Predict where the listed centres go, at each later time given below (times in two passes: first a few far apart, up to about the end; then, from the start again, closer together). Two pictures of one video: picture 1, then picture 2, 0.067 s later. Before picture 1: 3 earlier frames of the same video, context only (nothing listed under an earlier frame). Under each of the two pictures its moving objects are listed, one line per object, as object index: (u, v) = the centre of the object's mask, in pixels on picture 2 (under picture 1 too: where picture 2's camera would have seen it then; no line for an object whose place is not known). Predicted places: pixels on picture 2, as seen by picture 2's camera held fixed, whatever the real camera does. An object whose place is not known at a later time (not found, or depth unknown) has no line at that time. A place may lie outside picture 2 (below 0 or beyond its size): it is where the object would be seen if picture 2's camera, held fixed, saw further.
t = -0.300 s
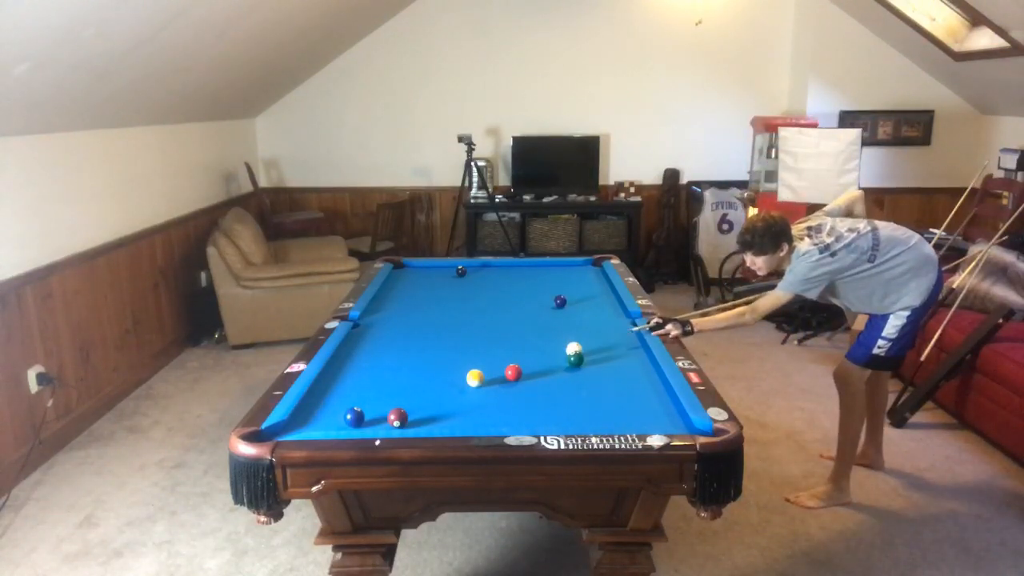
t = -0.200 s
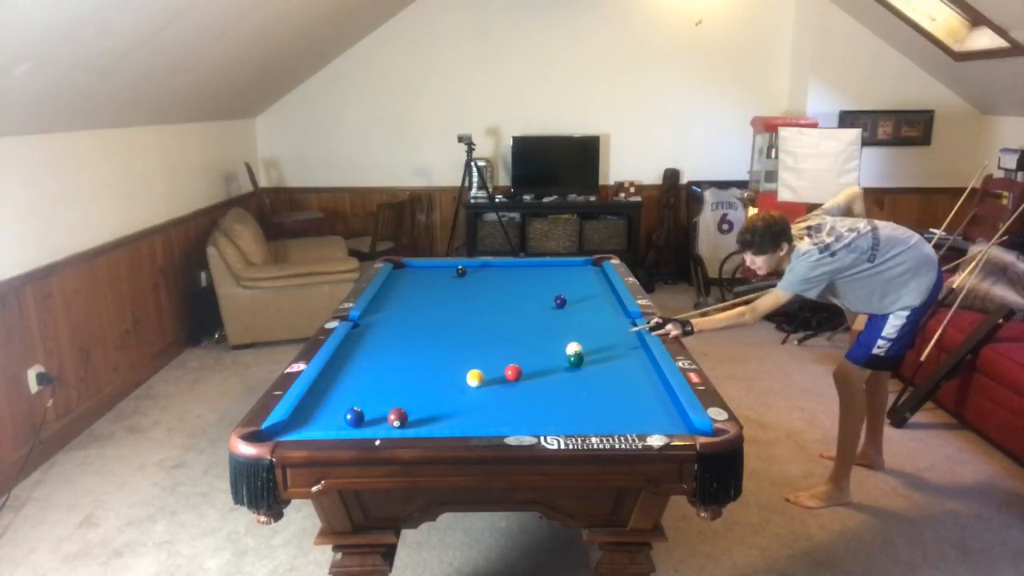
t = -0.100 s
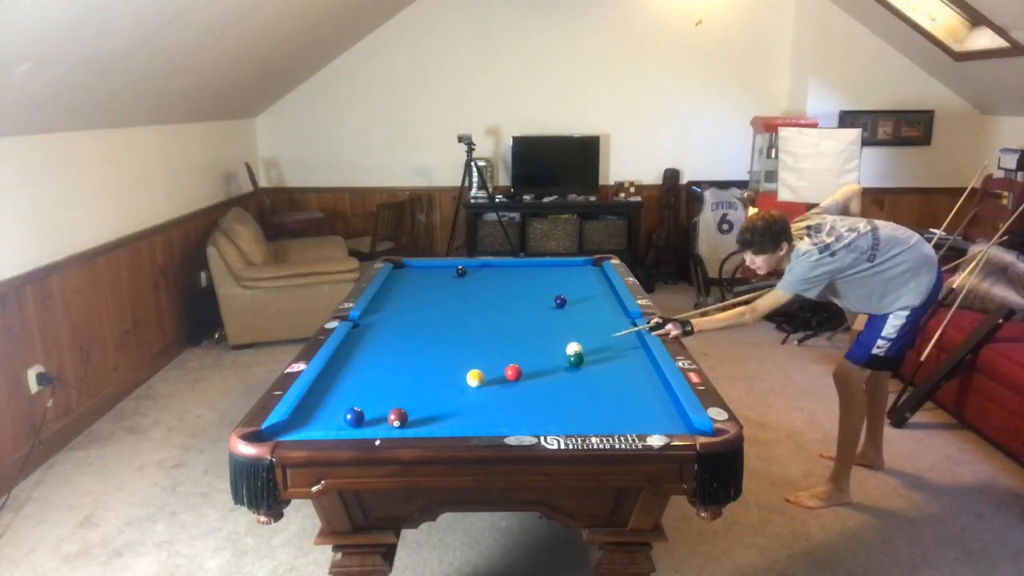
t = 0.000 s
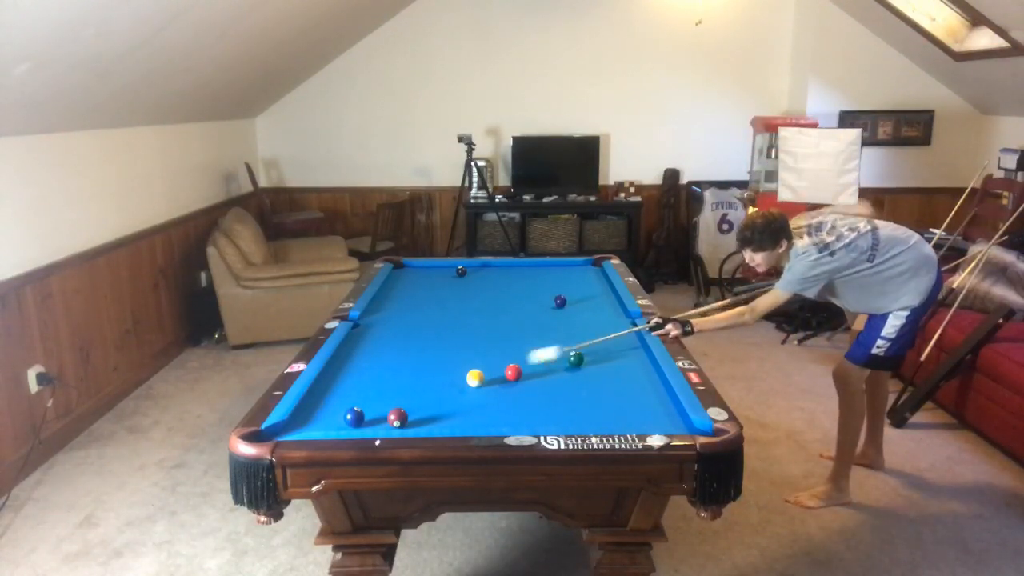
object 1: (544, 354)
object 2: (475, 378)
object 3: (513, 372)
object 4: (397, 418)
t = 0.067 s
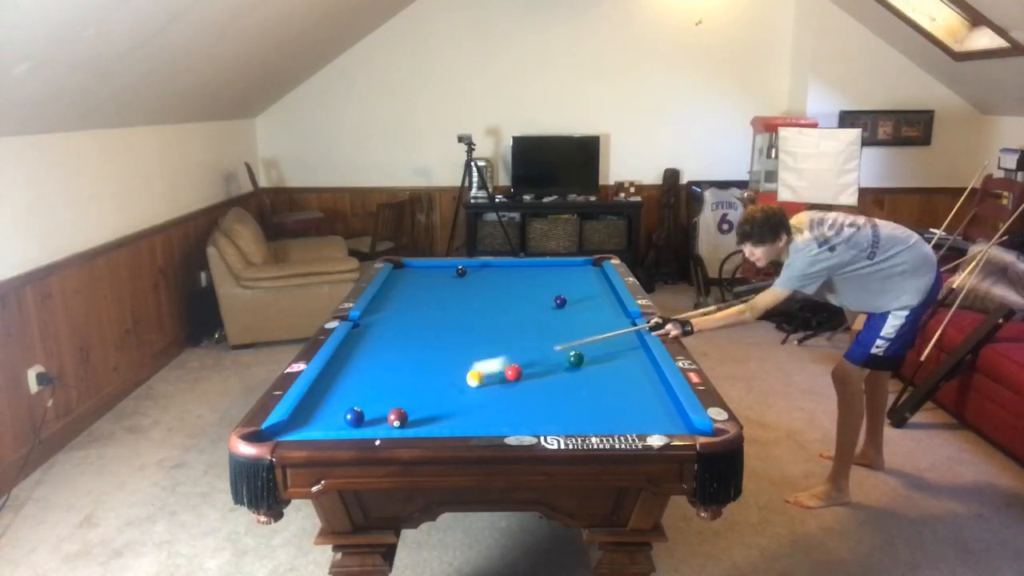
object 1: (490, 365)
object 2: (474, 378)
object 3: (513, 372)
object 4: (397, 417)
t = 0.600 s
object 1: (379, 403)
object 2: (475, 378)
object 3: (513, 372)
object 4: (427, 403)
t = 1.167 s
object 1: (439, 394)
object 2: (493, 365)
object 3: (513, 372)
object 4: (481, 381)
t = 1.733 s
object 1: (488, 387)
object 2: (522, 345)
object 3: (517, 371)
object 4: (504, 377)
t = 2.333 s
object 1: (528, 380)
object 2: (545, 330)
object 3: (522, 367)
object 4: (504, 376)
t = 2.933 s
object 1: (558, 374)
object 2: (562, 318)
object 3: (525, 369)
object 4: (504, 376)
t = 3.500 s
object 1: (578, 369)
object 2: (575, 309)
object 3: (525, 368)
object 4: (504, 376)
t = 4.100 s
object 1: (592, 365)
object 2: (584, 303)
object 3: (525, 368)
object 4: (504, 376)
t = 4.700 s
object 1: (599, 363)
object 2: (590, 298)
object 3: (525, 368)
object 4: (504, 376)
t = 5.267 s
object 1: (601, 362)
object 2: (592, 296)
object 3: (525, 368)
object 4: (504, 376)
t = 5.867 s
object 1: (600, 362)
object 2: (594, 295)
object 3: (525, 369)
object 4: (504, 376)
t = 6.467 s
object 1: (600, 362)
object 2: (594, 295)
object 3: (525, 369)
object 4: (504, 376)
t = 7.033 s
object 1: (601, 362)
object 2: (594, 295)
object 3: (525, 368)
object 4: (504, 376)
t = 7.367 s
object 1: (601, 363)
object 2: (594, 295)
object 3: (525, 368)
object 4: (504, 376)
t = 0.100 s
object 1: (458, 371)
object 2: (475, 378)
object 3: (513, 372)
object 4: (397, 417)
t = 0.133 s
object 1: (432, 377)
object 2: (475, 378)
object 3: (513, 372)
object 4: (397, 418)
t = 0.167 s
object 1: (403, 383)
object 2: (475, 378)
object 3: (513, 372)
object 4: (397, 418)
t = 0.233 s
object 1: (344, 395)
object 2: (475, 378)
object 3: (513, 372)
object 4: (397, 418)
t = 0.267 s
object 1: (315, 401)
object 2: (475, 378)
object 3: (513, 372)
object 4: (397, 418)
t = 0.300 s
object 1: (314, 406)
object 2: (475, 378)
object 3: (513, 372)
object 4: (397, 418)
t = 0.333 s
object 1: (332, 410)
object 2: (475, 378)
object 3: (513, 372)
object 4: (397, 418)
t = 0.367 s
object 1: (345, 410)
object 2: (475, 378)
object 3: (513, 372)
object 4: (397, 418)
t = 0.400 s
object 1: (352, 408)
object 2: (475, 378)
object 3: (513, 372)
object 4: (397, 418)
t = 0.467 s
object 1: (362, 406)
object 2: (475, 378)
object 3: (513, 372)
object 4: (402, 415)
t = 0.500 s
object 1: (367, 405)
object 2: (475, 378)
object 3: (513, 372)
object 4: (410, 411)
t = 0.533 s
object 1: (371, 404)
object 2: (475, 378)
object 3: (513, 372)
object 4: (416, 408)
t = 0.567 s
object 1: (375, 403)
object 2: (475, 378)
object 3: (513, 372)
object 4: (422, 405)
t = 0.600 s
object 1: (379, 403)
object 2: (475, 378)
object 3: (513, 372)
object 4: (427, 403)
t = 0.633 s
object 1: (383, 402)
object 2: (475, 378)
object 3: (513, 372)
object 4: (433, 400)
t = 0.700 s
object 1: (390, 402)
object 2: (474, 378)
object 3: (513, 372)
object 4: (443, 396)
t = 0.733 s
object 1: (394, 401)
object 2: (474, 378)
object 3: (513, 372)
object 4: (448, 393)
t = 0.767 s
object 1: (398, 400)
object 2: (474, 378)
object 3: (513, 372)
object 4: (452, 390)
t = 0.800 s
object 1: (402, 400)
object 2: (474, 378)
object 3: (513, 372)
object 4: (457, 389)
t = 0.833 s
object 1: (406, 399)
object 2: (475, 378)
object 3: (513, 372)
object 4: (461, 386)
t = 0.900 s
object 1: (413, 398)
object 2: (478, 374)
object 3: (513, 372)
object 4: (467, 384)
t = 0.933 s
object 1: (416, 398)
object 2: (480, 373)
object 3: (513, 372)
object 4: (469, 384)
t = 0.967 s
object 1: (419, 397)
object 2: (482, 372)
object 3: (513, 372)
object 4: (471, 383)
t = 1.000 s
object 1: (423, 397)
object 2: (484, 371)
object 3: (513, 372)
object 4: (472, 383)
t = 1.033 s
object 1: (426, 396)
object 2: (486, 369)
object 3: (513, 372)
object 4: (474, 382)
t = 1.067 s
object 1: (429, 396)
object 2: (488, 368)
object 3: (513, 372)
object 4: (476, 382)
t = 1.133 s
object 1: (436, 395)
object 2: (492, 366)
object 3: (513, 372)
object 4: (480, 382)
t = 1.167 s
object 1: (439, 394)
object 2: (493, 365)
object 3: (513, 372)
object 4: (481, 381)
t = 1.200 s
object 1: (442, 394)
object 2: (495, 363)
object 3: (513, 372)
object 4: (483, 381)
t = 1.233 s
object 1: (445, 393)
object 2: (497, 362)
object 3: (513, 372)
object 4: (484, 380)
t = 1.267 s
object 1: (448, 393)
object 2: (499, 360)
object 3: (513, 372)
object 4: (486, 380)
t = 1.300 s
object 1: (451, 392)
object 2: (501, 359)
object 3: (513, 372)
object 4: (487, 380)
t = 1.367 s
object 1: (457, 392)
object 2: (504, 357)
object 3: (513, 372)
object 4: (490, 379)
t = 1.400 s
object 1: (460, 391)
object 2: (506, 356)
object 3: (513, 372)
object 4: (492, 378)
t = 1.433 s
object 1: (463, 391)
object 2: (508, 355)
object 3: (513, 372)
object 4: (493, 378)
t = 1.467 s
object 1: (466, 390)
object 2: (510, 353)
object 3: (513, 372)
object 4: (495, 378)
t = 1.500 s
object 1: (469, 390)
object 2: (511, 352)
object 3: (513, 372)
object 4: (496, 377)
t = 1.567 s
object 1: (475, 389)
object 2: (514, 350)
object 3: (514, 372)
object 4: (500, 377)
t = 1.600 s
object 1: (477, 388)
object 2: (516, 349)
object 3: (514, 372)
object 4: (501, 377)
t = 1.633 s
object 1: (480, 388)
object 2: (517, 348)
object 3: (515, 372)
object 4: (502, 377)
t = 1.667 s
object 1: (482, 388)
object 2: (519, 347)
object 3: (515, 371)
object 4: (502, 377)
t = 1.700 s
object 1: (485, 387)
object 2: (520, 346)
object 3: (516, 371)
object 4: (503, 377)
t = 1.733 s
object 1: (488, 387)
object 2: (522, 345)
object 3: (517, 371)
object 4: (504, 377)
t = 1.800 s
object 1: (492, 386)
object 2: (525, 343)
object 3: (517, 371)
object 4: (505, 376)
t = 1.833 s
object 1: (495, 386)
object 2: (526, 343)
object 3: (518, 371)
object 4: (505, 375)
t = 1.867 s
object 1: (497, 385)
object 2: (527, 342)
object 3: (518, 371)
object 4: (507, 375)
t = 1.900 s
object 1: (500, 385)
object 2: (529, 341)
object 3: (519, 370)
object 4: (507, 374)
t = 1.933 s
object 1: (502, 385)
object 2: (530, 339)
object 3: (519, 370)
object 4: (507, 374)
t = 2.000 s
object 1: (507, 384)
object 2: (533, 338)
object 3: (520, 371)
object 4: (502, 373)
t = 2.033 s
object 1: (509, 383)
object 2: (534, 337)
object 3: (520, 370)
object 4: (502, 374)
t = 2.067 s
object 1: (511, 383)
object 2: (535, 336)
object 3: (521, 370)
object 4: (502, 374)
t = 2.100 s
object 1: (513, 383)
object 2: (536, 335)
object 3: (521, 369)
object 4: (502, 375)
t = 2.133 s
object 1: (516, 382)
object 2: (537, 334)
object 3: (522, 368)
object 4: (503, 375)
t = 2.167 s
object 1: (518, 382)
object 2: (539, 334)
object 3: (522, 368)
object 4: (503, 376)
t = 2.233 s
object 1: (522, 381)
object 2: (541, 332)
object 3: (522, 367)
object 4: (504, 376)
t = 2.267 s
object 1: (524, 380)
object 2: (542, 331)
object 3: (522, 367)
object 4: (504, 376)
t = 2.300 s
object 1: (526, 380)
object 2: (544, 331)
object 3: (523, 366)
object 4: (504, 376)
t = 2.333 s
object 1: (528, 380)
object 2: (545, 330)
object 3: (522, 367)
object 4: (504, 376)
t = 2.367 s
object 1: (530, 379)
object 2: (546, 329)
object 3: (522, 368)
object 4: (504, 376)
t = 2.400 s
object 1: (532, 379)
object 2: (547, 328)
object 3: (522, 368)
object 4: (504, 376)
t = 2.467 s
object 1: (536, 378)
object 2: (549, 327)
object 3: (523, 368)
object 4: (504, 376)
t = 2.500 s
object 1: (537, 378)
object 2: (550, 326)
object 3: (524, 369)
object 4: (504, 376)
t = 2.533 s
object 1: (539, 377)
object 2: (551, 325)
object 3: (524, 369)
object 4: (504, 376)
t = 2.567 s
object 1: (541, 377)
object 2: (552, 325)
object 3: (524, 369)
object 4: (504, 376)
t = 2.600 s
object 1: (542, 376)
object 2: (553, 324)
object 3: (525, 369)
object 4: (504, 376)
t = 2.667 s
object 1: (546, 376)
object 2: (555, 323)
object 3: (525, 369)
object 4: (504, 377)
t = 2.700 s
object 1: (547, 375)
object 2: (555, 322)
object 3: (525, 369)
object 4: (504, 376)
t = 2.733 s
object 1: (549, 375)
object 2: (556, 322)
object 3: (525, 369)
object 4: (504, 377)
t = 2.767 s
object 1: (550, 375)
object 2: (557, 321)
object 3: (525, 369)
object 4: (504, 377)
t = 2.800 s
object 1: (552, 374)
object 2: (558, 320)
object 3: (525, 369)
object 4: (504, 376)
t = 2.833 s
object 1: (553, 374)
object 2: (559, 320)
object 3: (525, 369)
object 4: (504, 376)
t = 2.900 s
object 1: (556, 374)
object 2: (561, 319)
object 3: (525, 369)
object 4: (504, 376)
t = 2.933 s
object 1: (558, 374)
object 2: (562, 318)
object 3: (525, 369)
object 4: (504, 376)
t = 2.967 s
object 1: (559, 373)
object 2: (563, 318)
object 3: (525, 369)
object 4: (504, 376)
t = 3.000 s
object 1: (560, 373)
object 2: (564, 317)
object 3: (525, 369)
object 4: (504, 376)
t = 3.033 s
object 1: (561, 373)
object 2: (564, 316)
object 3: (525, 369)
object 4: (504, 376)
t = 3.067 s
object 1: (563, 372)
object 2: (565, 316)
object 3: (525, 369)
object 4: (504, 376)
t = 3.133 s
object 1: (565, 372)
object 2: (567, 315)
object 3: (525, 368)
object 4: (504, 376)
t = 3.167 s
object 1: (566, 372)
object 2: (567, 314)
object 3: (525, 368)
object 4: (504, 376)
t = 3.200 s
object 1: (568, 371)
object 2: (568, 314)
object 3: (525, 368)
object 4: (504, 376)
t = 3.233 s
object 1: (569, 371)
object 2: (569, 313)
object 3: (525, 368)
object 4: (504, 376)
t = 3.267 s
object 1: (570, 371)
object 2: (570, 313)
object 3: (525, 368)
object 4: (504, 376)
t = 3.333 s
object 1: (572, 370)
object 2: (571, 312)
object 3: (525, 368)
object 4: (504, 376)
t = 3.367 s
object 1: (573, 370)
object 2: (572, 312)
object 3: (525, 368)
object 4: (504, 376)
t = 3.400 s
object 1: (575, 370)
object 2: (573, 311)
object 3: (525, 368)
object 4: (504, 376)
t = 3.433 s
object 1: (576, 370)
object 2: (573, 311)
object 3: (525, 368)
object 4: (504, 376)
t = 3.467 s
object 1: (577, 369)
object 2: (574, 310)
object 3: (525, 368)
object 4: (504, 376)
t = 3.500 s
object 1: (578, 369)
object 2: (575, 309)
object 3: (525, 368)
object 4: (504, 376)
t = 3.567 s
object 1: (580, 369)
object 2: (576, 309)
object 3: (525, 368)
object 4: (504, 376)
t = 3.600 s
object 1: (581, 368)
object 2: (577, 308)
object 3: (525, 368)
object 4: (504, 376)
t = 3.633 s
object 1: (582, 368)
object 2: (577, 308)
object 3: (525, 368)
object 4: (504, 376)
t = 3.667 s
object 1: (583, 368)
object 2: (578, 308)
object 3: (525, 368)
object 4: (504, 376)
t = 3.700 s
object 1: (583, 368)
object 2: (578, 307)
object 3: (525, 368)
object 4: (504, 376)
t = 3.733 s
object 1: (584, 367)
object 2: (579, 307)
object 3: (525, 368)
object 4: (504, 376)
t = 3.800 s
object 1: (586, 367)
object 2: (580, 306)
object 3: (525, 368)
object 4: (504, 376)
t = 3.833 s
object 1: (587, 367)
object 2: (580, 306)
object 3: (525, 368)
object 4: (504, 376)
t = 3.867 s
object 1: (587, 367)
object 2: (581, 305)
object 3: (525, 368)
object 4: (504, 376)
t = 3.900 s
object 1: (588, 367)
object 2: (581, 305)
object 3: (525, 368)
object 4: (504, 376)
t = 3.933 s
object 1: (589, 366)
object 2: (582, 304)
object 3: (525, 368)
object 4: (504, 376)
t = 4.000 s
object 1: (590, 366)
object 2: (583, 304)
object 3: (525, 368)
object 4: (504, 376)
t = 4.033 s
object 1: (591, 366)
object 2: (583, 304)
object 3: (525, 368)
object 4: (504, 376)
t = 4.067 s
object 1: (591, 365)
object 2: (584, 303)
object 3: (525, 368)
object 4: (504, 376)
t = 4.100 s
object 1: (592, 365)
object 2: (584, 303)
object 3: (525, 368)
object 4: (504, 376)
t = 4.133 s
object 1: (592, 365)
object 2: (584, 303)
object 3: (525, 368)
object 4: (504, 376)
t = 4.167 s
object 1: (593, 365)
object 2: (585, 302)
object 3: (525, 368)
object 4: (504, 376)
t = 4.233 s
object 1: (594, 364)
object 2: (585, 302)
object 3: (525, 368)
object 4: (504, 376)
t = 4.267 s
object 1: (595, 364)
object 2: (586, 302)
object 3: (525, 368)
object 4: (504, 376)
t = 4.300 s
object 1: (595, 364)
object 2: (586, 301)
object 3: (525, 368)
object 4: (504, 376)
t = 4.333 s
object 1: (595, 364)
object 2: (587, 301)
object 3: (525, 368)
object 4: (504, 376)
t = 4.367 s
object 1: (595, 364)
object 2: (587, 301)
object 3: (525, 368)
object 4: (504, 376)
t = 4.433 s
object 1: (596, 364)
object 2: (588, 300)
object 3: (525, 368)
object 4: (504, 376)
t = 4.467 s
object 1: (597, 364)
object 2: (588, 300)
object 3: (525, 368)
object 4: (504, 376)
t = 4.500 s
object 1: (597, 364)
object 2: (589, 300)
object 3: (525, 368)
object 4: (504, 376)
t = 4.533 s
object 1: (597, 363)
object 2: (589, 299)
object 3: (525, 368)
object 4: (504, 376)
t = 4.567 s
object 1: (598, 363)
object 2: (589, 299)
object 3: (525, 368)
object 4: (504, 376)
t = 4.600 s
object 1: (598, 363)
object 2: (589, 299)
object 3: (525, 368)
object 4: (504, 376)
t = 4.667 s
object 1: (598, 363)
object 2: (590, 299)
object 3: (525, 368)
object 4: (504, 376)
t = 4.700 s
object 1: (599, 363)
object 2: (590, 298)
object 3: (525, 368)
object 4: (504, 376)
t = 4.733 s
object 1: (599, 363)
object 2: (590, 298)
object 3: (525, 368)
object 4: (504, 376)
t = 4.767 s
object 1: (599, 363)
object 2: (591, 298)
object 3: (525, 368)
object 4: (504, 376)
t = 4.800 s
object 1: (599, 363)
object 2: (591, 298)
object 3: (525, 368)
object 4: (504, 376)
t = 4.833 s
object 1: (600, 363)
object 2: (591, 298)
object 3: (525, 369)
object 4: (504, 376)
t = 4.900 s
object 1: (600, 363)
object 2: (591, 297)
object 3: (525, 369)
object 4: (504, 376)
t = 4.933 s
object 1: (600, 363)
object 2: (591, 297)
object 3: (525, 369)
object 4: (504, 376)
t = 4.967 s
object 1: (600, 362)
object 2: (592, 297)
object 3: (525, 369)
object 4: (504, 376)
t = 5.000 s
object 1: (600, 362)
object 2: (592, 297)
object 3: (525, 369)
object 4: (504, 376)
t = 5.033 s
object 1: (600, 362)
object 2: (592, 297)
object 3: (525, 369)
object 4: (504, 376)
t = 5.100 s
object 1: (601, 362)
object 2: (592, 297)
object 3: (525, 369)
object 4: (504, 376)
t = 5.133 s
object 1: (601, 362)
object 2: (592, 296)
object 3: (525, 369)
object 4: (504, 376)
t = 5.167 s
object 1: (601, 362)
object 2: (592, 296)
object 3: (525, 369)
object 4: (504, 376)
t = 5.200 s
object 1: (601, 362)
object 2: (592, 296)
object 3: (525, 369)
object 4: (504, 376)
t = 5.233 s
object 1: (601, 362)
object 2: (592, 296)
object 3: (525, 369)
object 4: (504, 376)
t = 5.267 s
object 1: (601, 362)
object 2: (592, 296)
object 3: (525, 368)
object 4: (504, 376)
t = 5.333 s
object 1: (601, 362)
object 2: (593, 295)
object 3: (525, 369)
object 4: (504, 376)
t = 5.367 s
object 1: (601, 362)
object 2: (593, 295)
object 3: (525, 369)
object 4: (504, 376)
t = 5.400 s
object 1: (601, 362)
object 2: (593, 295)
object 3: (525, 369)
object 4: (504, 376)
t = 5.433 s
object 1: (601, 362)
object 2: (593, 295)
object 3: (525, 369)
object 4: (504, 376)
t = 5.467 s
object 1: (600, 362)
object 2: (593, 295)
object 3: (525, 369)
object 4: (504, 376)
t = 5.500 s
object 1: (600, 362)
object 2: (593, 295)
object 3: (525, 369)
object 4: (504, 376)
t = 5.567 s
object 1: (600, 362)
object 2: (593, 295)
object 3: (525, 369)
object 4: (504, 376)
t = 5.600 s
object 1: (600, 362)
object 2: (593, 295)
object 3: (525, 369)
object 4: (504, 376)
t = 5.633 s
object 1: (600, 362)
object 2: (594, 295)
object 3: (525, 369)
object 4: (504, 376)
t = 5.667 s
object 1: (600, 362)
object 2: (594, 295)
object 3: (525, 369)
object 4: (504, 376)
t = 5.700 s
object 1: (600, 362)
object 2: (594, 295)
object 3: (525, 369)
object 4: (504, 376)
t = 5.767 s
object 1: (600, 362)
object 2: (594, 295)
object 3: (525, 369)
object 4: (504, 376)
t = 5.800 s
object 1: (600, 362)
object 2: (594, 295)
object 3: (525, 369)
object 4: (504, 376)
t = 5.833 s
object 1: (600, 362)
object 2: (594, 295)
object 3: (525, 369)
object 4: (504, 376)
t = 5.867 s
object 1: (600, 362)
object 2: (594, 295)
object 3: (525, 369)
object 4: (504, 376)
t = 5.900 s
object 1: (600, 362)
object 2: (594, 295)
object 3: (525, 369)
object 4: (504, 376)
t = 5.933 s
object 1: (600, 362)
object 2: (594, 295)
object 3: (525, 369)
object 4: (504, 376)
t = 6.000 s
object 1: (600, 362)
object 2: (594, 295)
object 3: (525, 369)
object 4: (504, 376)
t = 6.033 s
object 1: (600, 362)
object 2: (594, 295)
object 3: (525, 369)
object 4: (504, 376)
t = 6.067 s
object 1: (600, 362)
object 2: (594, 295)
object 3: (525, 369)
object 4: (504, 376)
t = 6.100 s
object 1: (600, 362)
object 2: (594, 295)
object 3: (525, 369)
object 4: (504, 376)
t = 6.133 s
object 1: (600, 362)
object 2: (594, 295)
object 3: (525, 369)
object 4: (504, 376)
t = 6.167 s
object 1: (600, 362)
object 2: (594, 295)
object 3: (525, 369)
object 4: (504, 376)
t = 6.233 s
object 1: (600, 362)
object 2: (594, 295)
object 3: (525, 369)
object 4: (504, 376)
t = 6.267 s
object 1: (600, 362)
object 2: (594, 295)
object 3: (525, 369)
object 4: (504, 376)
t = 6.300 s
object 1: (600, 362)
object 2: (594, 295)
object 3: (525, 369)
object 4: (504, 376)
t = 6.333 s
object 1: (600, 362)
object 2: (594, 295)
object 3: (525, 369)
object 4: (504, 376)
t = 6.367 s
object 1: (600, 362)
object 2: (594, 295)
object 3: (525, 369)
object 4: (504, 376)
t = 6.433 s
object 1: (600, 362)
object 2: (594, 295)
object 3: (525, 369)
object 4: (504, 376)
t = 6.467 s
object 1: (600, 362)
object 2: (594, 295)
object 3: (525, 369)
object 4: (504, 376)
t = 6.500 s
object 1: (600, 362)
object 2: (594, 295)
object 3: (525, 369)
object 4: (504, 376)
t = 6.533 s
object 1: (600, 362)
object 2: (594, 295)
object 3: (525, 369)
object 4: (504, 376)
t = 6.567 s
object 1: (601, 362)
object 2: (594, 295)
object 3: (525, 368)
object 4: (504, 376)
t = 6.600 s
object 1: (601, 362)
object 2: (594, 295)
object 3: (525, 369)
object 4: (504, 376)
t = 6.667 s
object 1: (601, 362)
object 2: (594, 295)
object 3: (525, 369)
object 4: (504, 376)
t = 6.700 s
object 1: (601, 362)
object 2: (594, 295)
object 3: (525, 368)
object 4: (504, 376)
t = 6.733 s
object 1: (601, 362)
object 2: (594, 295)
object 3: (525, 368)
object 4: (504, 376)
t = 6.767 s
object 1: (601, 362)
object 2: (594, 295)
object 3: (525, 369)
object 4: (504, 376)
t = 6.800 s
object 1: (601, 362)
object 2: (594, 295)
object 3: (525, 369)
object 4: (504, 376)
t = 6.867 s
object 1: (601, 362)
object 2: (594, 295)
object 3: (525, 368)
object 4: (504, 376)
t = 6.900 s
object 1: (600, 362)
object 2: (594, 295)
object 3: (525, 368)
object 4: (504, 376)
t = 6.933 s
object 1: (601, 362)
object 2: (594, 295)
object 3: (525, 368)
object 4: (504, 376)
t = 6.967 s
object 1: (601, 362)
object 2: (594, 295)
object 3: (525, 368)
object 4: (504, 376)
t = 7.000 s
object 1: (601, 362)
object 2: (594, 295)
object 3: (525, 368)
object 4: (504, 376)
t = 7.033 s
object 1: (601, 362)
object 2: (594, 295)
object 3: (525, 368)
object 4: (504, 376)
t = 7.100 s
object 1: (601, 362)
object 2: (594, 295)
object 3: (525, 369)
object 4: (504, 376)
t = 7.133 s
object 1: (601, 362)
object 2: (594, 295)
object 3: (525, 368)
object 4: (504, 376)
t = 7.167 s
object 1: (601, 362)
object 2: (594, 295)
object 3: (525, 368)
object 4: (504, 376)
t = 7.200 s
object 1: (601, 362)
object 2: (594, 295)
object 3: (525, 368)
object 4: (504, 376)
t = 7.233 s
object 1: (601, 363)
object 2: (594, 295)
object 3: (525, 368)
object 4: (504, 376)
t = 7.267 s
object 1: (601, 363)
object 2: (594, 295)
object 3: (525, 368)
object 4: (504, 376)
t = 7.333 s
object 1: (601, 363)
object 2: (594, 295)
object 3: (525, 368)
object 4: (504, 376)
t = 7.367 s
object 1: (601, 363)
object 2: (594, 295)
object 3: (525, 368)
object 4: (504, 376)
